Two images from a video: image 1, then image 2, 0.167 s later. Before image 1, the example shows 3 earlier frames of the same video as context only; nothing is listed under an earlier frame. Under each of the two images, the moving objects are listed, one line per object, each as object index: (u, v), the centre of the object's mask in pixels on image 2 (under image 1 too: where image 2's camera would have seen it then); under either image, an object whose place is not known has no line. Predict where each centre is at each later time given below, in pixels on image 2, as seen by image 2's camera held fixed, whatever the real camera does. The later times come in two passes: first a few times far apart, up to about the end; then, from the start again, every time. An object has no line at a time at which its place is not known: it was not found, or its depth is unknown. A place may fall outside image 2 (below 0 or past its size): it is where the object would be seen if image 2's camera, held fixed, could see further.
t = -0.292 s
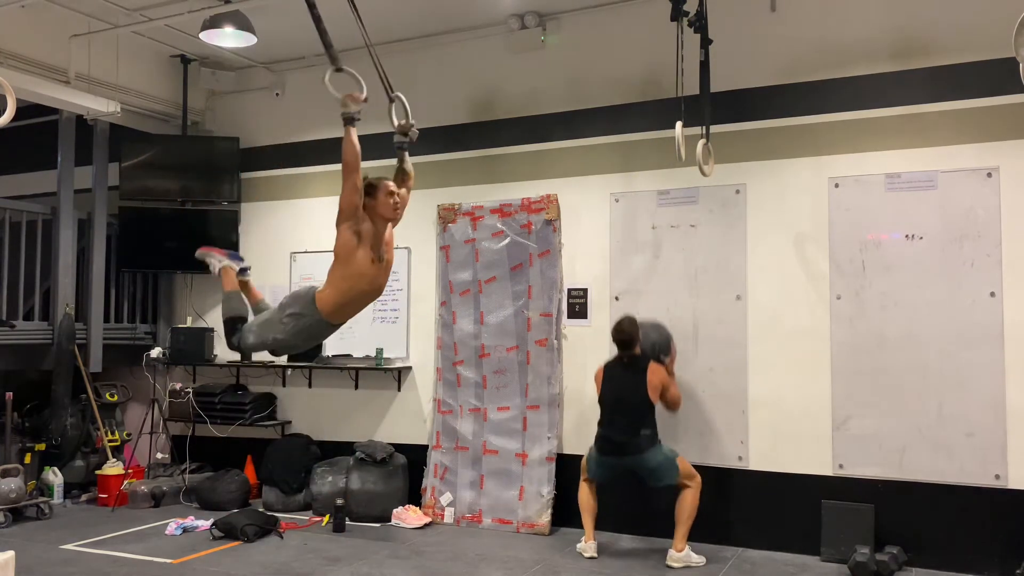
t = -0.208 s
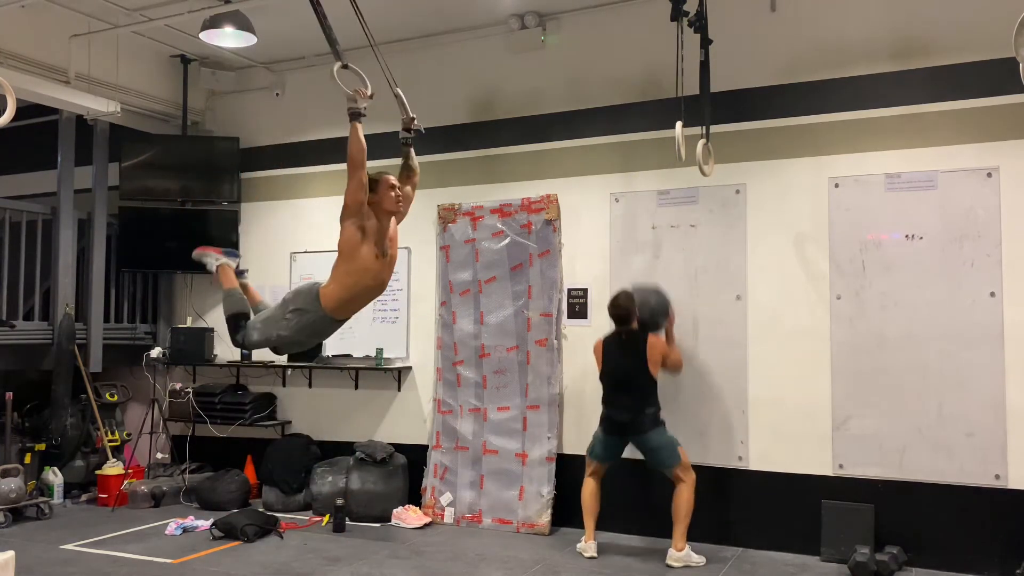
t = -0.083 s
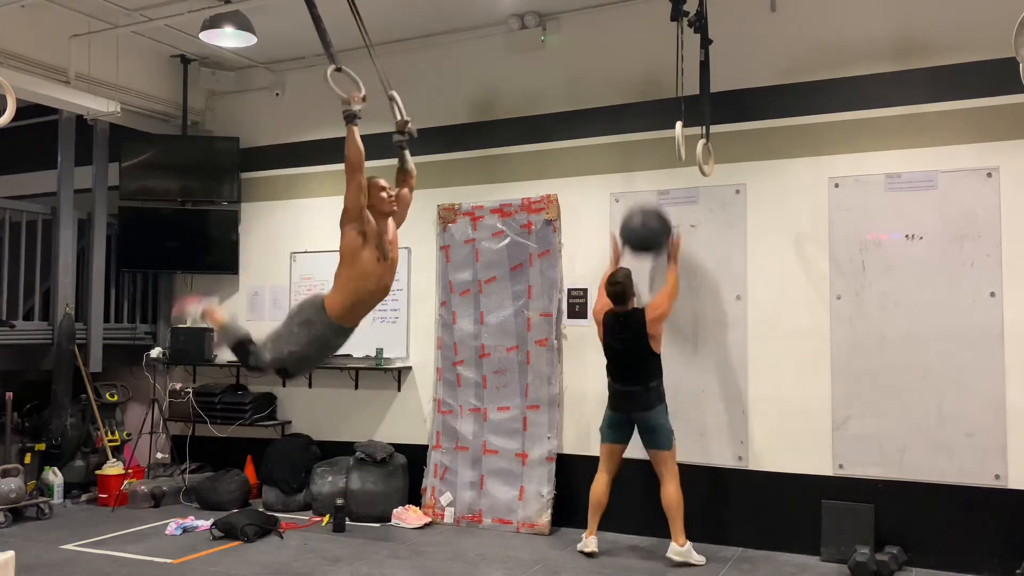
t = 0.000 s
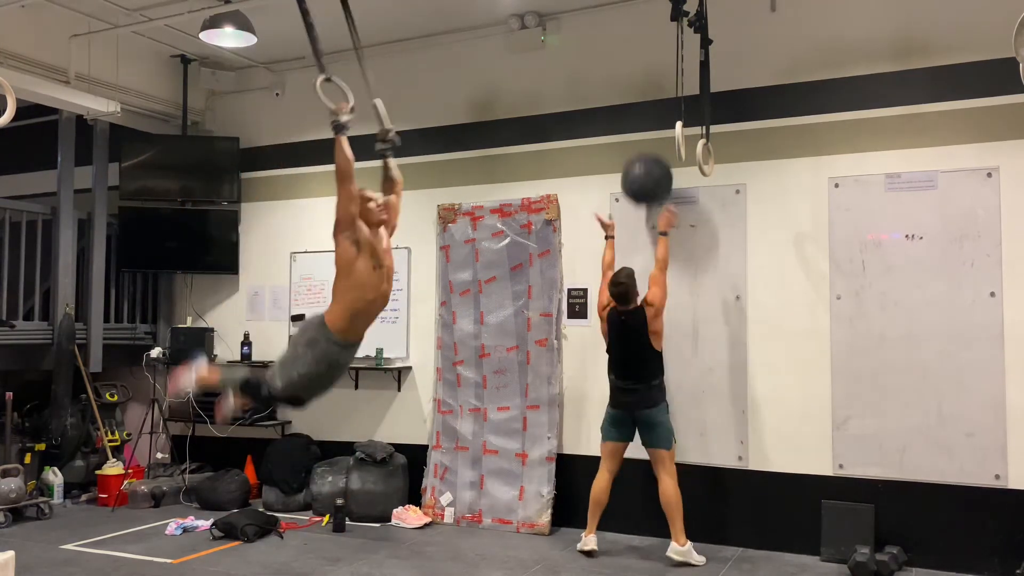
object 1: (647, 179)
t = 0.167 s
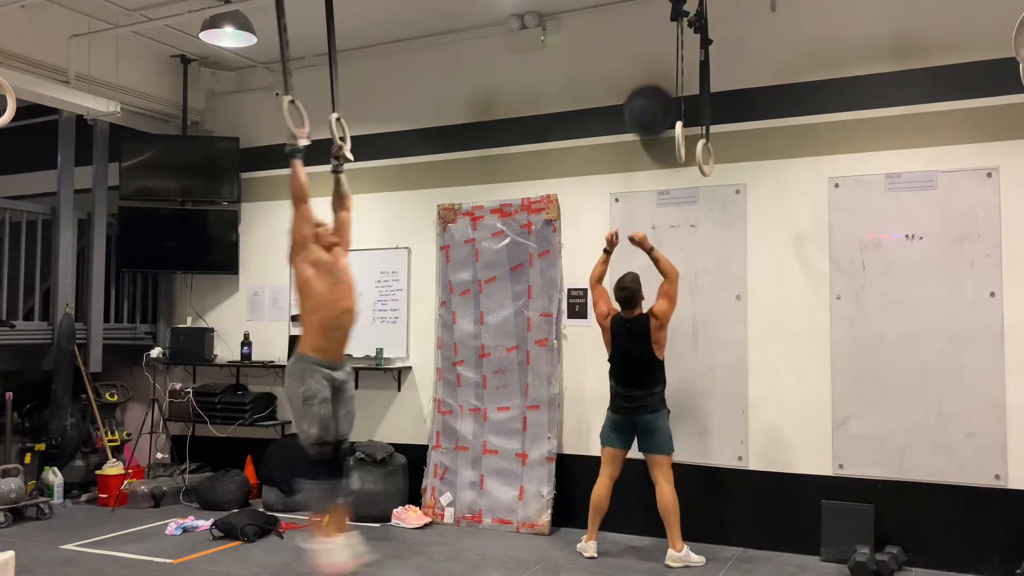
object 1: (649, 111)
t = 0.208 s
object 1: (650, 103)
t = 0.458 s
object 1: (648, 92)
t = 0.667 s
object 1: (645, 152)
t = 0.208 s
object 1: (650, 103)
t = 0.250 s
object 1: (650, 93)
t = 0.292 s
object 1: (650, 89)
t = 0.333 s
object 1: (649, 85)
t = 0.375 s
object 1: (648, 85)
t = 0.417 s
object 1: (648, 87)
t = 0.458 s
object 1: (648, 92)
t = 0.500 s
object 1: (647, 100)
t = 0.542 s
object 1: (648, 109)
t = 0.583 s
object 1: (647, 120)
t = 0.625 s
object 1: (646, 135)
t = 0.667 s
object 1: (645, 152)
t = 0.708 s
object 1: (645, 172)
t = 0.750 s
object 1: (644, 196)
